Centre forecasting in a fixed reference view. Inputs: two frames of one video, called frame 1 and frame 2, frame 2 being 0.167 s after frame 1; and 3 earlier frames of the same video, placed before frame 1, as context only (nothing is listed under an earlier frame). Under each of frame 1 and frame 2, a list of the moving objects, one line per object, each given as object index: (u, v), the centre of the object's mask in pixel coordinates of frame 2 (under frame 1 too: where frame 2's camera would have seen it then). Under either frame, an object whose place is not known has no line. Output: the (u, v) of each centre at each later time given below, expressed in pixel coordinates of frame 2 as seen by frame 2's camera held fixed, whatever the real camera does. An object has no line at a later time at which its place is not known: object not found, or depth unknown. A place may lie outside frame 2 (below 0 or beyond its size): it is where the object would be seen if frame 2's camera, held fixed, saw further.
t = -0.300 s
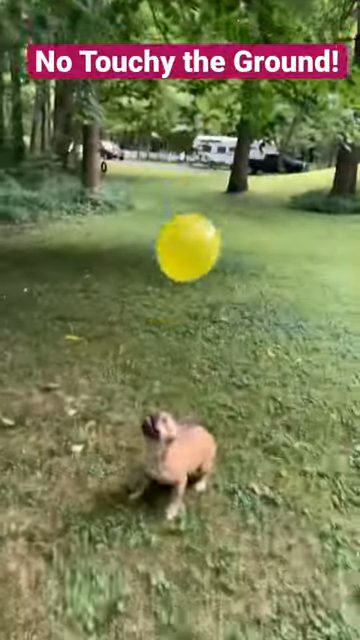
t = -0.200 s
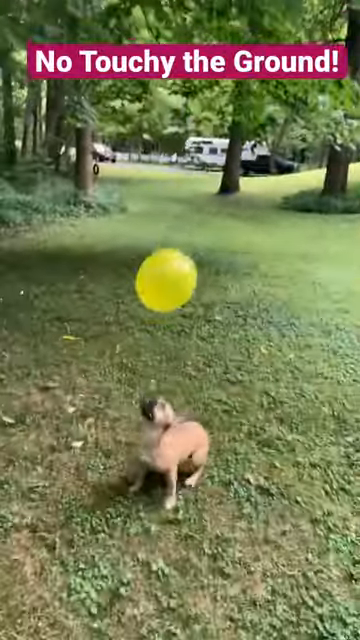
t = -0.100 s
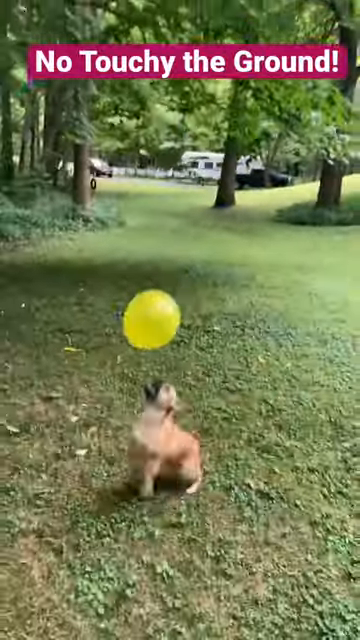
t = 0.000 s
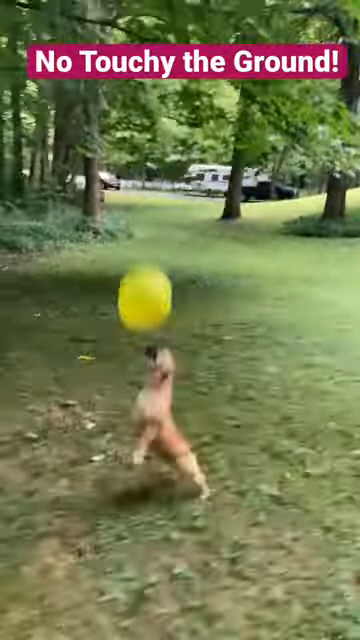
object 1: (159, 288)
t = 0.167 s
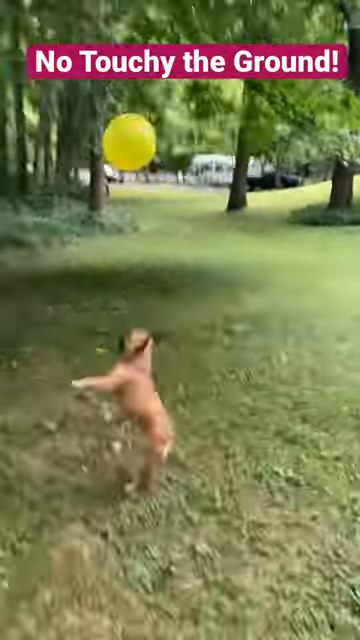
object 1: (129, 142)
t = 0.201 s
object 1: (127, 126)
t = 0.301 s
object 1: (124, 95)
